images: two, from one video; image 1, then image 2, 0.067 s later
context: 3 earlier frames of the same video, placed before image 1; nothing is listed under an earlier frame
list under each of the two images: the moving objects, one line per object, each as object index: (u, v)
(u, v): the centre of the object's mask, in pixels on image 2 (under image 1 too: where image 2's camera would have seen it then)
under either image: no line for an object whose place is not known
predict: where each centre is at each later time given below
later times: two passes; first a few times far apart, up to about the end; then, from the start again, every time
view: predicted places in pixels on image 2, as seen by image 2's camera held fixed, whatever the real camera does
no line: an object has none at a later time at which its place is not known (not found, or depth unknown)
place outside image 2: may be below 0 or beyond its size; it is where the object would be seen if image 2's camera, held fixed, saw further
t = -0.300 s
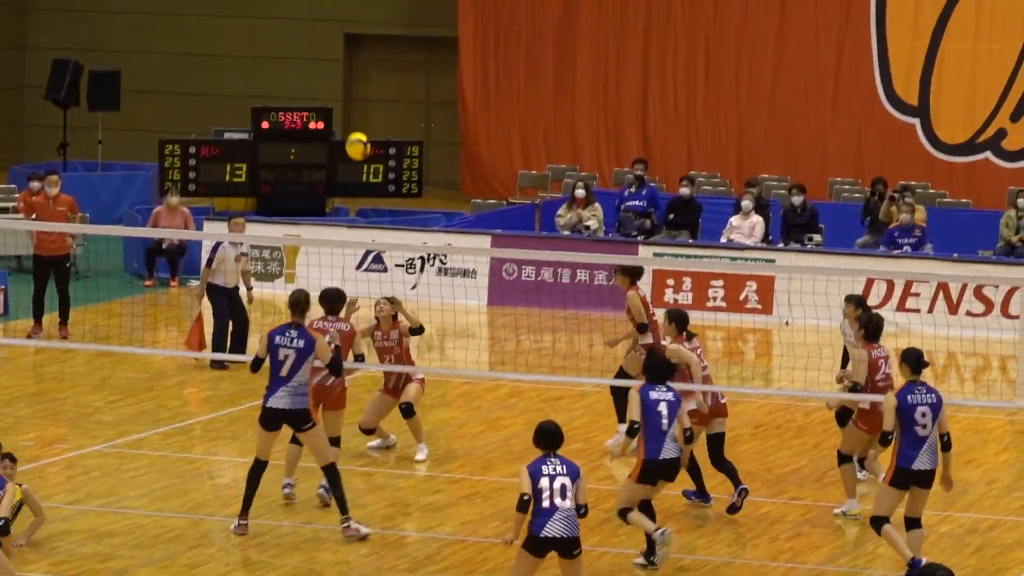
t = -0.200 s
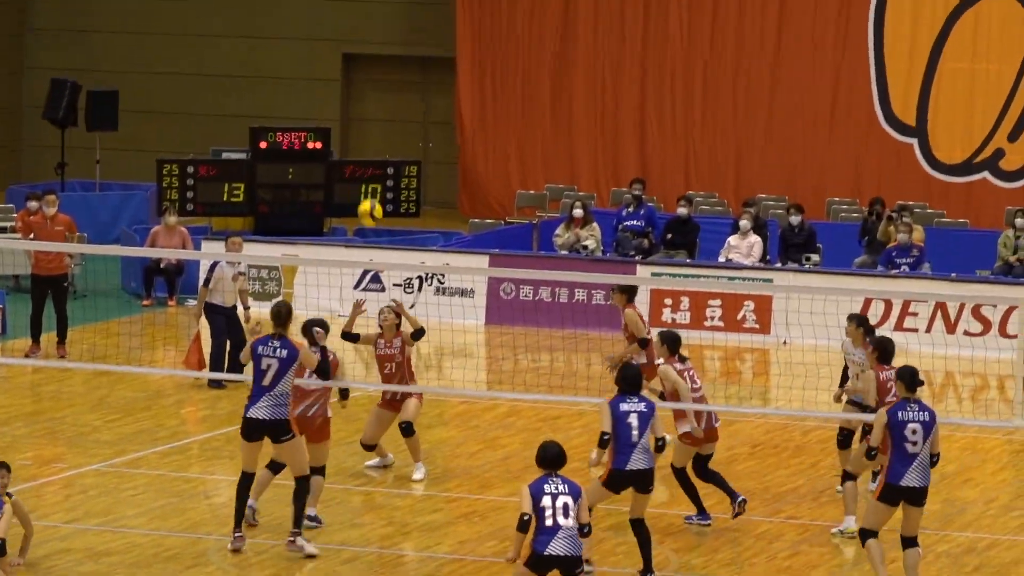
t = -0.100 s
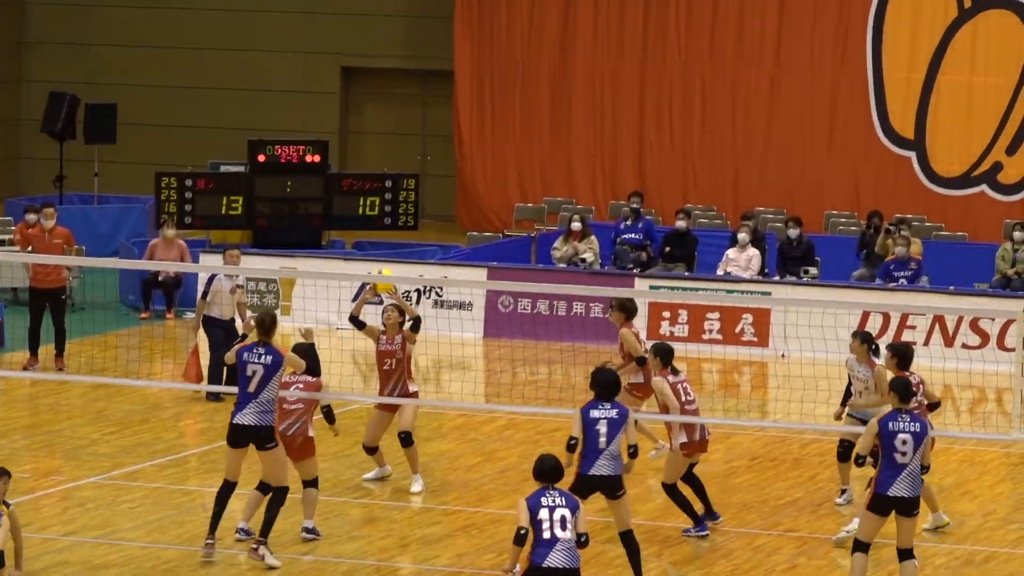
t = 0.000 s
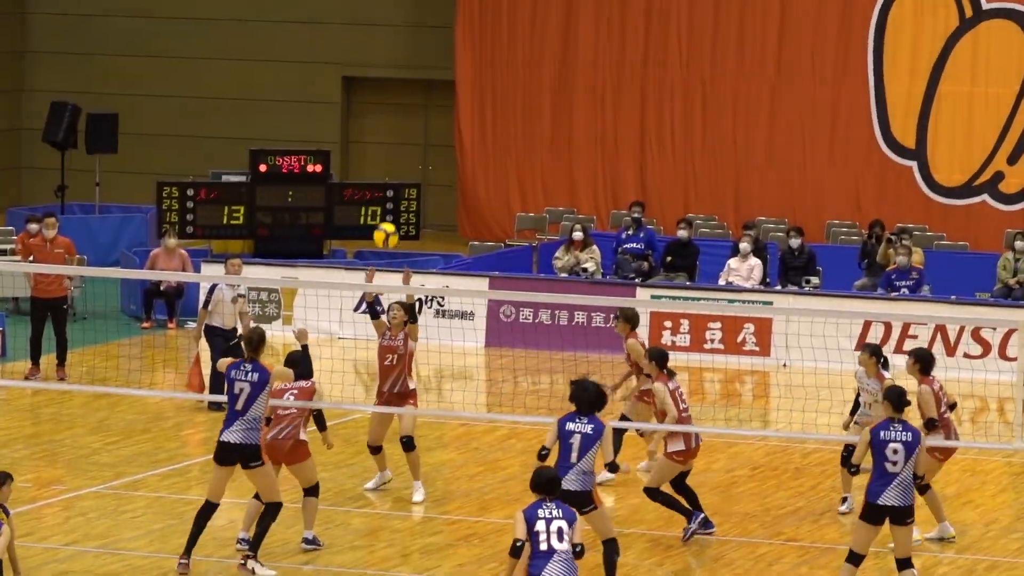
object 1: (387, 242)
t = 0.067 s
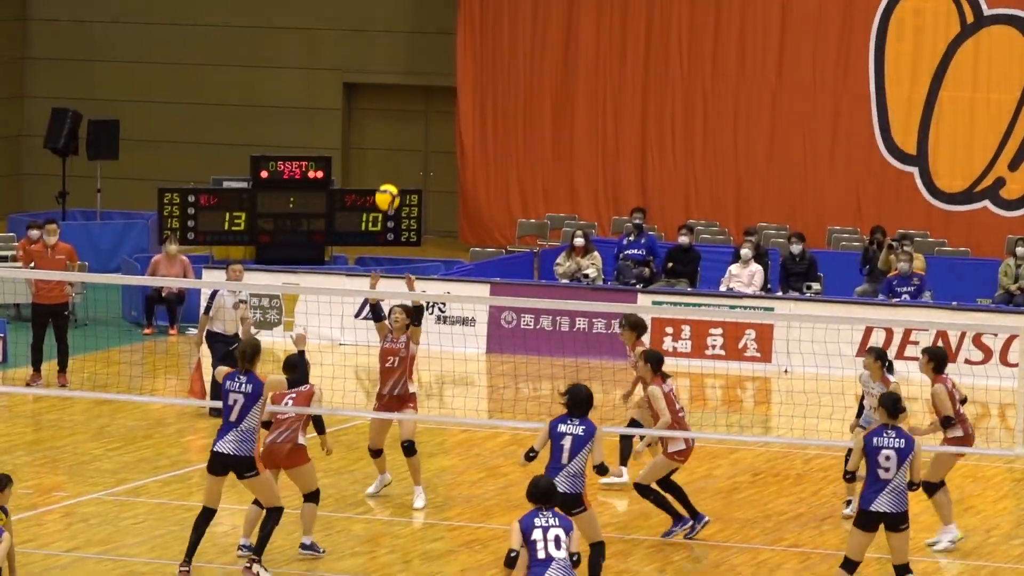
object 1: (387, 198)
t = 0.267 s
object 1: (386, 95)
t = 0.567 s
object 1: (384, 27)
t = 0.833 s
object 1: (382, 56)
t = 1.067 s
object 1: (380, 154)
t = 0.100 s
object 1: (387, 177)
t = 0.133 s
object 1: (387, 158)
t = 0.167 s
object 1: (387, 140)
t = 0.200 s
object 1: (387, 124)
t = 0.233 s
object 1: (386, 108)
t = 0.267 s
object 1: (386, 95)
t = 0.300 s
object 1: (386, 82)
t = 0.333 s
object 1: (386, 71)
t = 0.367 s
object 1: (386, 60)
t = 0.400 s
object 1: (386, 52)
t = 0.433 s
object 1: (385, 44)
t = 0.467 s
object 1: (385, 38)
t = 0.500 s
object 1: (385, 33)
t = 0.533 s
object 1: (384, 29)
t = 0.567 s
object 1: (384, 27)
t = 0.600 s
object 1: (384, 26)
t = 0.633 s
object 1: (384, 27)
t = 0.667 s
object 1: (384, 28)
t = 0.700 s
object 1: (383, 31)
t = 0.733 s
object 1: (383, 35)
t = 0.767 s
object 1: (383, 41)
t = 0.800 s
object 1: (382, 48)
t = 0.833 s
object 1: (382, 56)
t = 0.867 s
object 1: (381, 67)
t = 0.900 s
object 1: (381, 78)
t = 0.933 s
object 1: (381, 91)
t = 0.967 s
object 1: (380, 104)
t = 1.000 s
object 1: (380, 120)
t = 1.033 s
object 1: (380, 136)
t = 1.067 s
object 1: (380, 154)
